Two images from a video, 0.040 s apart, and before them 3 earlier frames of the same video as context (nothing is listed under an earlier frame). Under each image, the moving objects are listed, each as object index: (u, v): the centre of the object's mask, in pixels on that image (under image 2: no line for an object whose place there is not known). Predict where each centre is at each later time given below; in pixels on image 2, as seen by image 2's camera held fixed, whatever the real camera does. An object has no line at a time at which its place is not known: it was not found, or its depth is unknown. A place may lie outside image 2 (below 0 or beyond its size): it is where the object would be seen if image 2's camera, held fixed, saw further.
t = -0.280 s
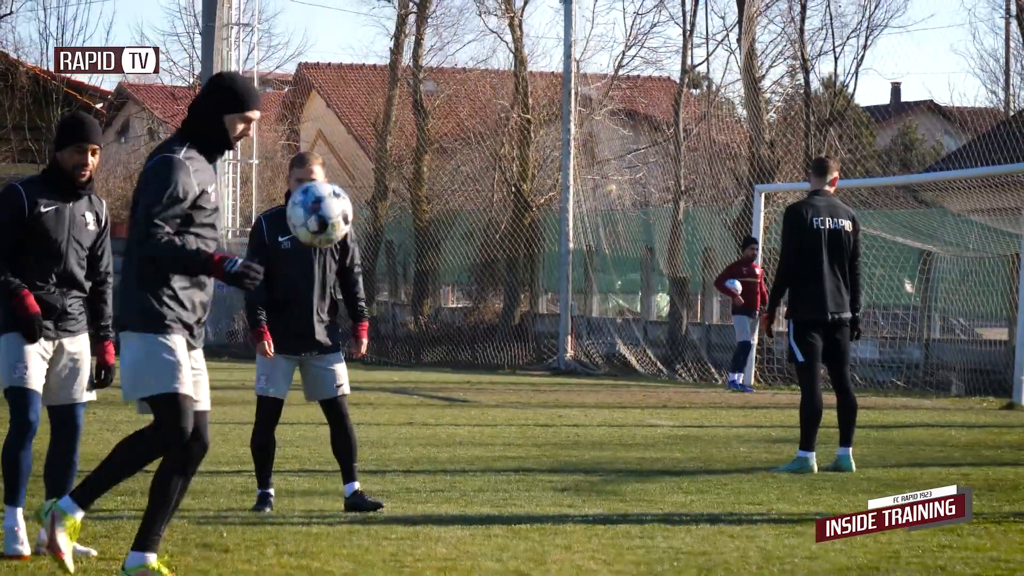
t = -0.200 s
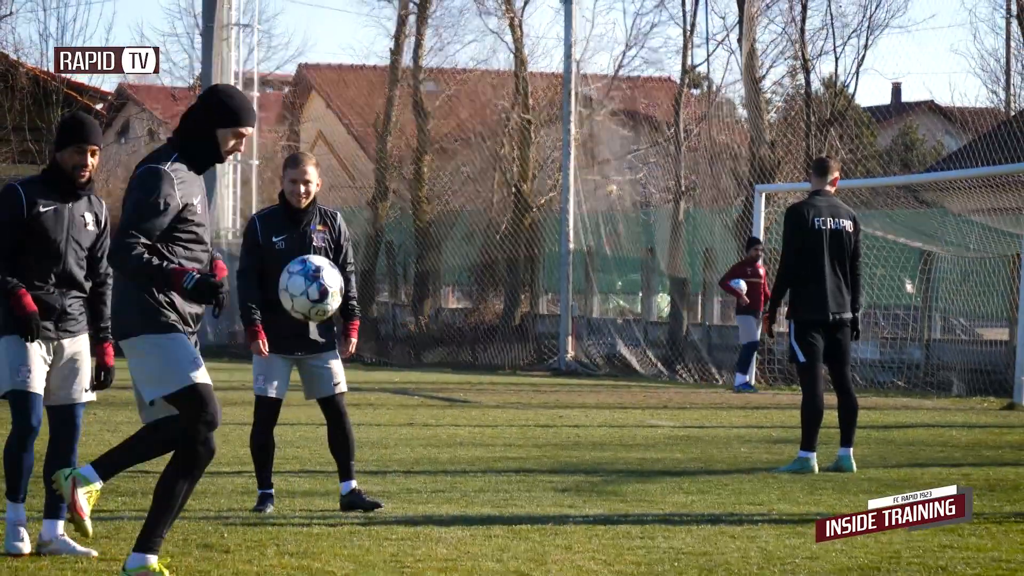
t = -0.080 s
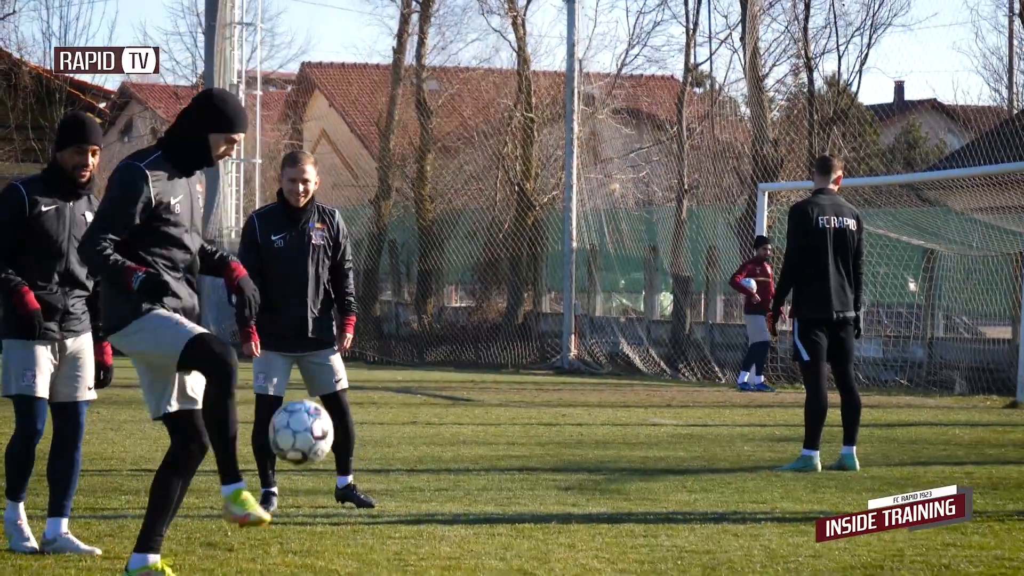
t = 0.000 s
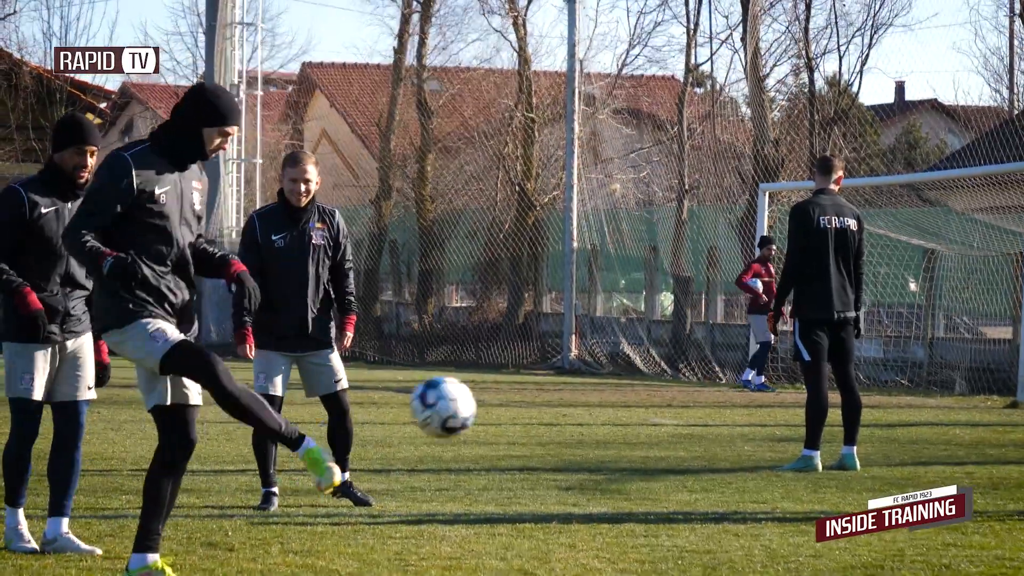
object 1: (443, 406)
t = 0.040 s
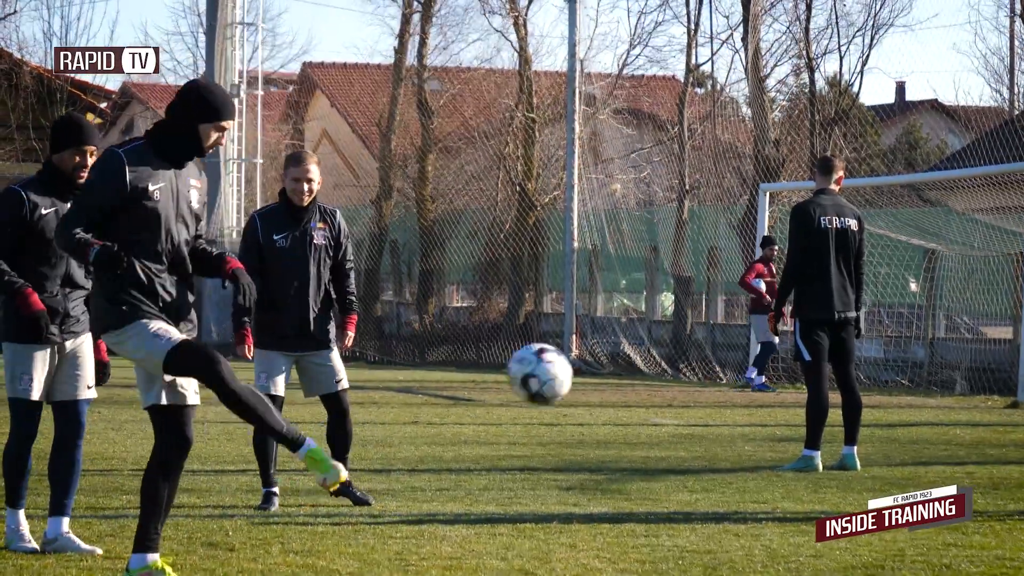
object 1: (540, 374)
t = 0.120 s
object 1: (725, 325)
